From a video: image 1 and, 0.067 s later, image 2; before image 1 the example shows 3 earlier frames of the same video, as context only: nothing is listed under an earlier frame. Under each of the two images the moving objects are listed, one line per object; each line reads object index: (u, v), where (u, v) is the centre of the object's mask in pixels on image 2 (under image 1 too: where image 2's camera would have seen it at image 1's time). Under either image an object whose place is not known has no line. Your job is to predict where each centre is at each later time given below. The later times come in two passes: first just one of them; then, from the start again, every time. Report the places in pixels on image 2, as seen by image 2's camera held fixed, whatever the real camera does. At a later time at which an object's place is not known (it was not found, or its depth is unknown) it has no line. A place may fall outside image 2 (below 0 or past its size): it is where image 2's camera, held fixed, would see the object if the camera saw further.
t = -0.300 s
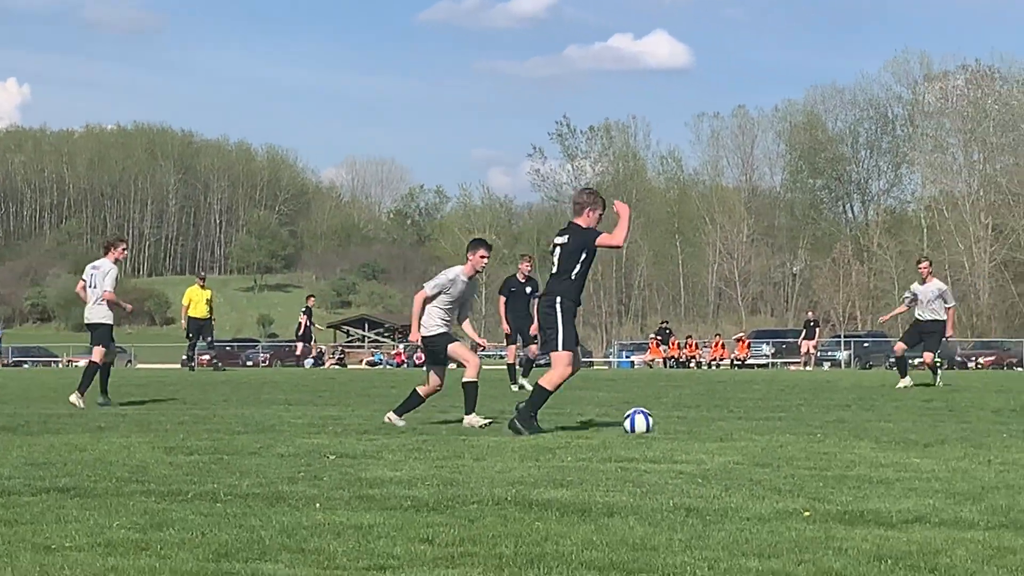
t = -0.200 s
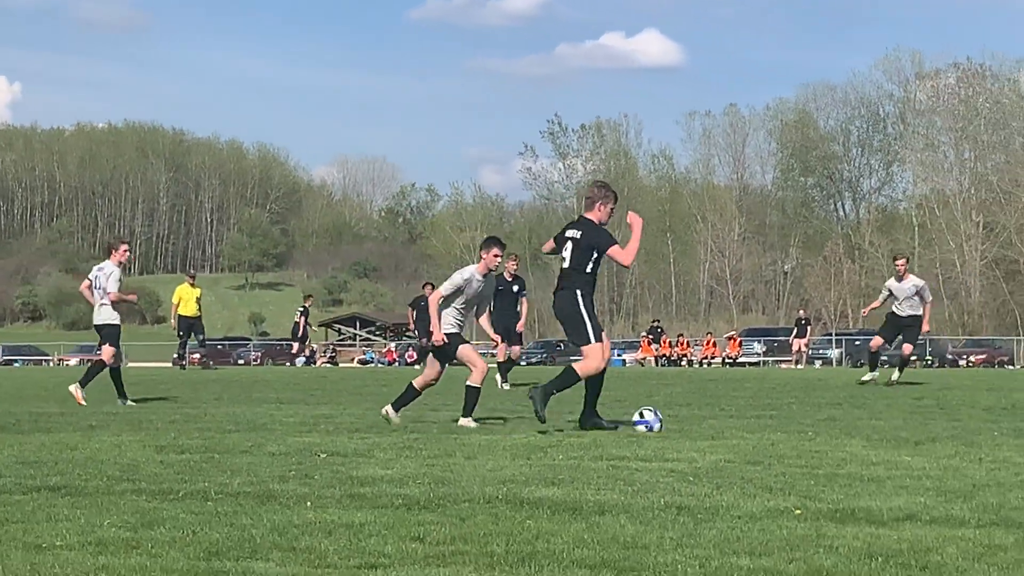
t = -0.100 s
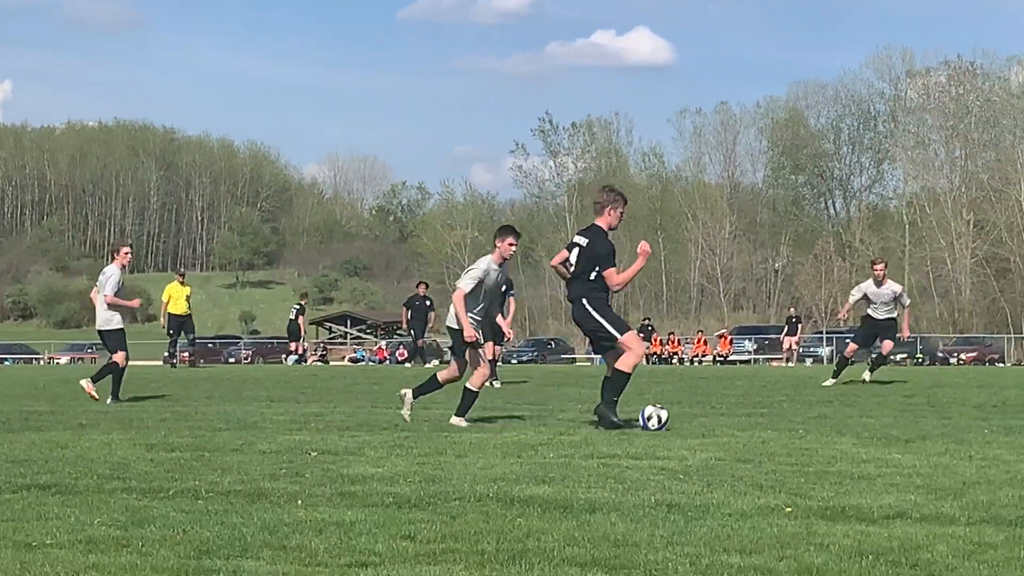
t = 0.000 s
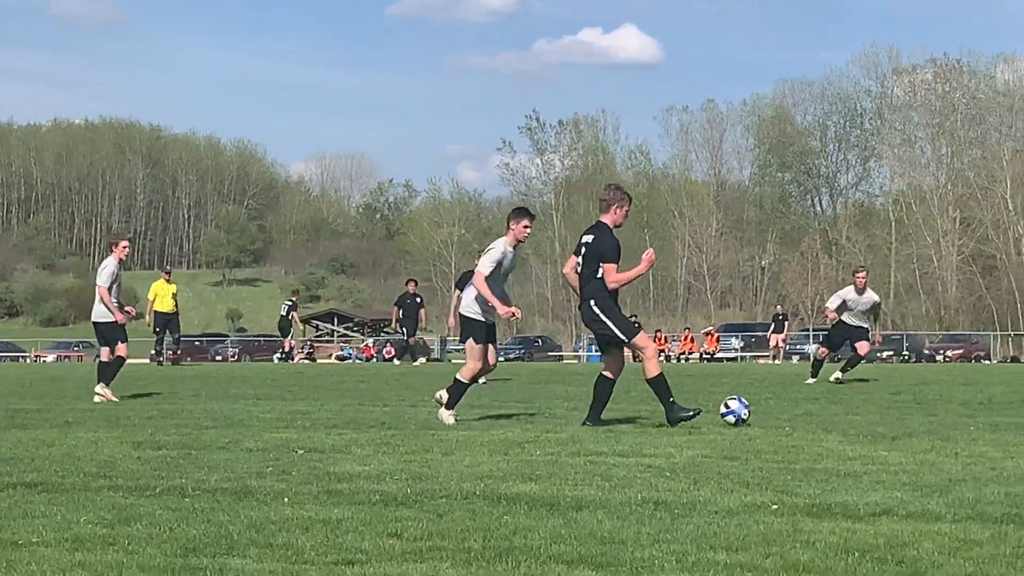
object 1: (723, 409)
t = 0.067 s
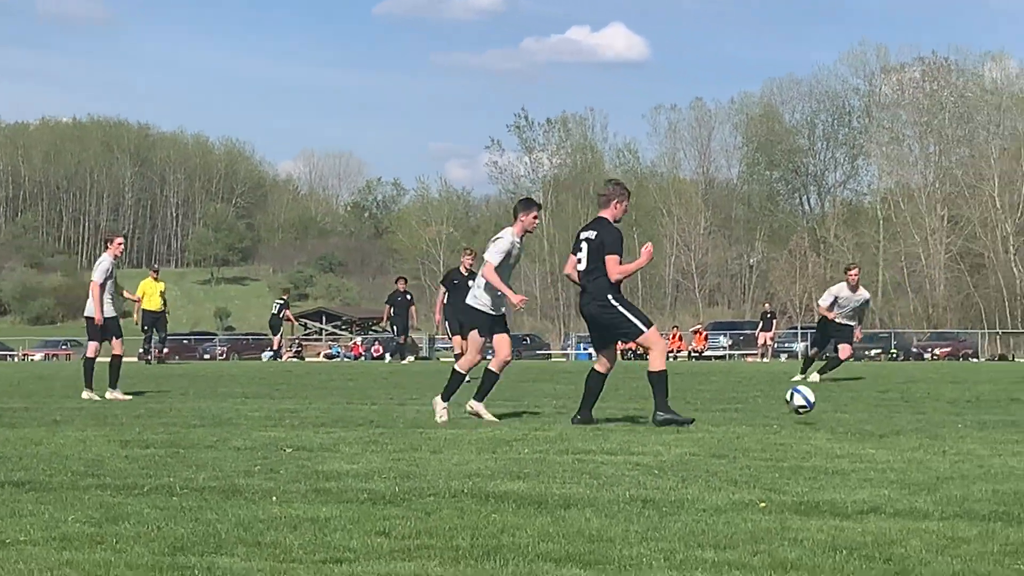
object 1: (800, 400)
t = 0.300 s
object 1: (1050, 408)
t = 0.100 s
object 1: (838, 398)
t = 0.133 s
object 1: (875, 397)
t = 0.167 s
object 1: (911, 398)
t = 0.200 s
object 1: (948, 401)
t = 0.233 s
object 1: (983, 405)
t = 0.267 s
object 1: (1019, 409)
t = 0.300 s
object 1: (1050, 408)
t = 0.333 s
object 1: (1078, 405)
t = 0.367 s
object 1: (1106, 399)
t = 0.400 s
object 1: (1133, 395)
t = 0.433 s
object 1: (1161, 392)
